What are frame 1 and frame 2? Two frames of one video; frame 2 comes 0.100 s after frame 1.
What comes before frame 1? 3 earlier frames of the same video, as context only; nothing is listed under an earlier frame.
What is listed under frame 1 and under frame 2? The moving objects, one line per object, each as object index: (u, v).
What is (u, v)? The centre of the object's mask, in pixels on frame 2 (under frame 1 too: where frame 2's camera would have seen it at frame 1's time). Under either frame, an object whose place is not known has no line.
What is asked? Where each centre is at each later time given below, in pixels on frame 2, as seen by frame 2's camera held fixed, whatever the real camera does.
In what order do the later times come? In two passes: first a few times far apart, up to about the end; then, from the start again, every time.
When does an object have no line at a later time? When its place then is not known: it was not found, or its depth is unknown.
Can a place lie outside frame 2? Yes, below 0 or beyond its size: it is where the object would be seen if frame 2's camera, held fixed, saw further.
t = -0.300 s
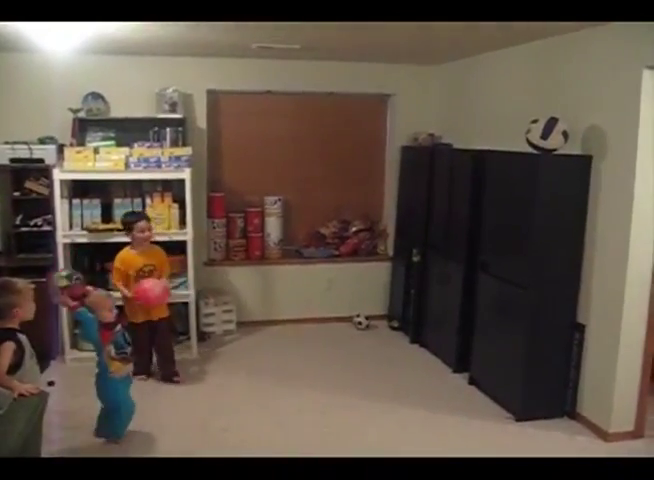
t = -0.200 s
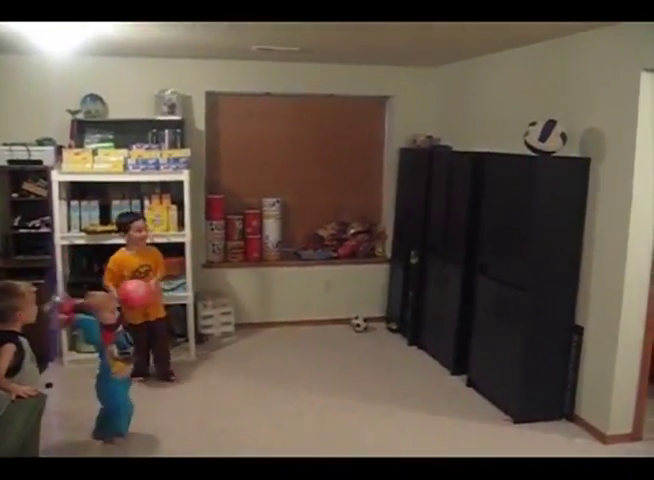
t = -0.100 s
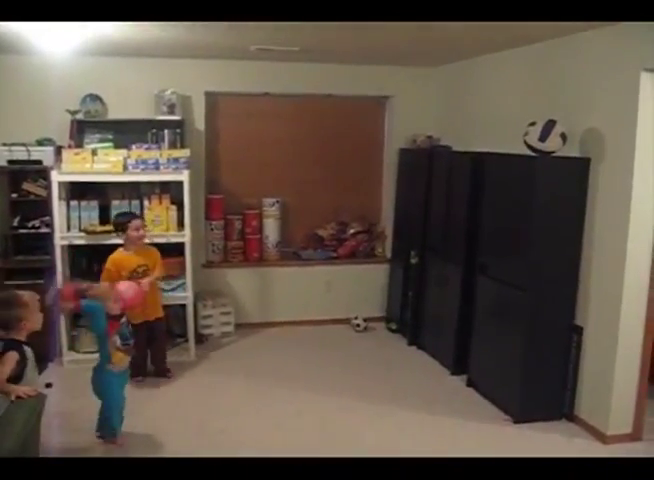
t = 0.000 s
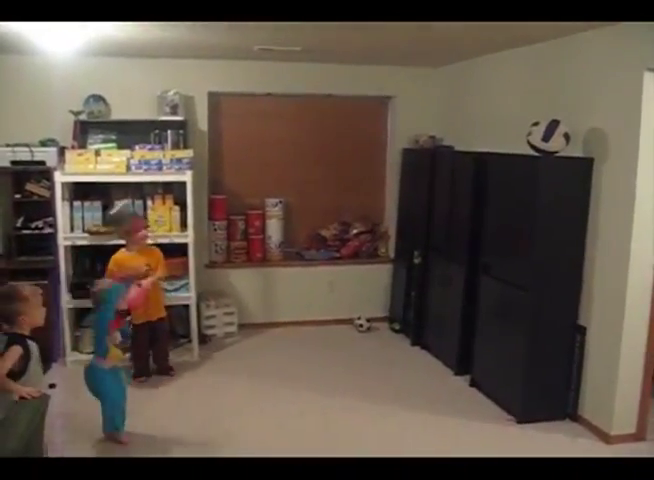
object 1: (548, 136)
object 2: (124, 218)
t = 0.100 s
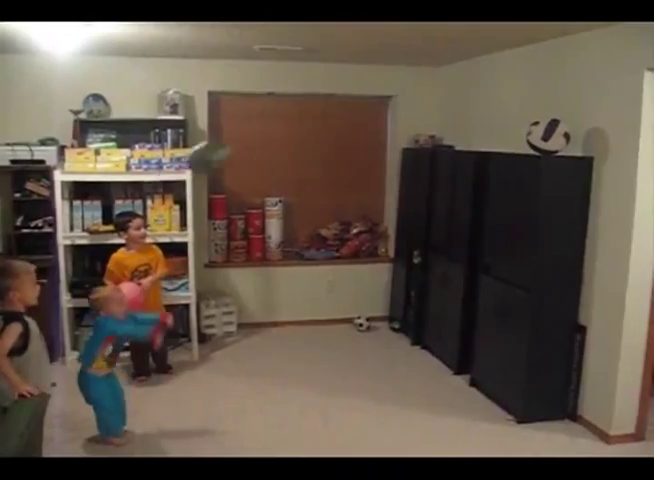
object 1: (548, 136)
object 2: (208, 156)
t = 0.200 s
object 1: (548, 136)
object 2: (294, 117)
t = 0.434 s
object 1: (548, 136)
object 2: (470, 104)
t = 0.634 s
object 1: (563, 128)
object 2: (507, 116)
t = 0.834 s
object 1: (512, 156)
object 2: (474, 160)
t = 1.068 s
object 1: (463, 271)
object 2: (403, 298)
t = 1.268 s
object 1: (424, 401)
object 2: (350, 402)
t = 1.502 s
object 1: (411, 306)
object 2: (299, 304)
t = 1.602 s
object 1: (405, 290)
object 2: (276, 288)
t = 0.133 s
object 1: (548, 136)
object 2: (239, 140)
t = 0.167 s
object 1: (548, 136)
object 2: (267, 128)
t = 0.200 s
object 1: (548, 136)
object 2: (294, 117)
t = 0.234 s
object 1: (548, 136)
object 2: (324, 107)
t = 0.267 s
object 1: (548, 136)
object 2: (352, 101)
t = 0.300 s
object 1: (548, 136)
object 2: (376, 98)
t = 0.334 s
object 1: (548, 136)
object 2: (399, 96)
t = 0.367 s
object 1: (548, 136)
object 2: (425, 98)
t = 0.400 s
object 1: (548, 136)
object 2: (449, 100)
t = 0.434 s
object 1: (548, 136)
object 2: (470, 104)
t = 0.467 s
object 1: (548, 136)
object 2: (493, 111)
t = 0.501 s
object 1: (549, 136)
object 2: (515, 119)
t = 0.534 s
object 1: (557, 135)
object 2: (517, 119)
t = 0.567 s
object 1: (568, 132)
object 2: (514, 116)
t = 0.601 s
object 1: (572, 130)
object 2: (510, 115)
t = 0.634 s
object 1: (563, 128)
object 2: (507, 116)
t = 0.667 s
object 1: (554, 127)
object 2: (503, 119)
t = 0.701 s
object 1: (544, 129)
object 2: (499, 124)
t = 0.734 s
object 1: (535, 133)
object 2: (495, 130)
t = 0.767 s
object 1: (529, 138)
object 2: (491, 137)
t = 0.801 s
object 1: (521, 146)
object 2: (485, 147)
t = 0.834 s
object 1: (512, 156)
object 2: (474, 160)
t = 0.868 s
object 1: (504, 167)
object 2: (464, 175)
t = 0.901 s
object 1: (498, 179)
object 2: (454, 191)
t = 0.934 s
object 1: (491, 194)
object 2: (443, 208)
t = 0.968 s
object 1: (484, 210)
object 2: (432, 228)
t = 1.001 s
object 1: (477, 229)
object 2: (422, 249)
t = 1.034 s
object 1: (470, 249)
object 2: (413, 272)
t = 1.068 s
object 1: (463, 271)
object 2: (403, 298)
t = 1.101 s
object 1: (456, 293)
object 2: (394, 321)
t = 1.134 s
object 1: (449, 317)
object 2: (384, 348)
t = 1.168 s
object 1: (442, 341)
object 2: (374, 377)
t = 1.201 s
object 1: (435, 368)
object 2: (364, 408)
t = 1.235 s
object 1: (427, 398)
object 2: (356, 424)
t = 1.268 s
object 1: (424, 401)
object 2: (350, 402)
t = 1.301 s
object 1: (421, 382)
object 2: (341, 383)
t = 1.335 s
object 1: (420, 364)
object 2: (334, 366)
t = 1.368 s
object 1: (419, 348)
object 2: (326, 351)
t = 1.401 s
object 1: (419, 336)
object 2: (320, 337)
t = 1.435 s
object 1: (415, 325)
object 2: (313, 323)
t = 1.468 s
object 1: (413, 314)
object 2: (306, 313)
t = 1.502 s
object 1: (411, 306)
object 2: (299, 304)
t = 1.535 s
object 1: (409, 299)
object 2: (291, 297)
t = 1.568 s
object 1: (407, 294)
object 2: (284, 292)
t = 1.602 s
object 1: (405, 290)
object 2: (276, 288)
